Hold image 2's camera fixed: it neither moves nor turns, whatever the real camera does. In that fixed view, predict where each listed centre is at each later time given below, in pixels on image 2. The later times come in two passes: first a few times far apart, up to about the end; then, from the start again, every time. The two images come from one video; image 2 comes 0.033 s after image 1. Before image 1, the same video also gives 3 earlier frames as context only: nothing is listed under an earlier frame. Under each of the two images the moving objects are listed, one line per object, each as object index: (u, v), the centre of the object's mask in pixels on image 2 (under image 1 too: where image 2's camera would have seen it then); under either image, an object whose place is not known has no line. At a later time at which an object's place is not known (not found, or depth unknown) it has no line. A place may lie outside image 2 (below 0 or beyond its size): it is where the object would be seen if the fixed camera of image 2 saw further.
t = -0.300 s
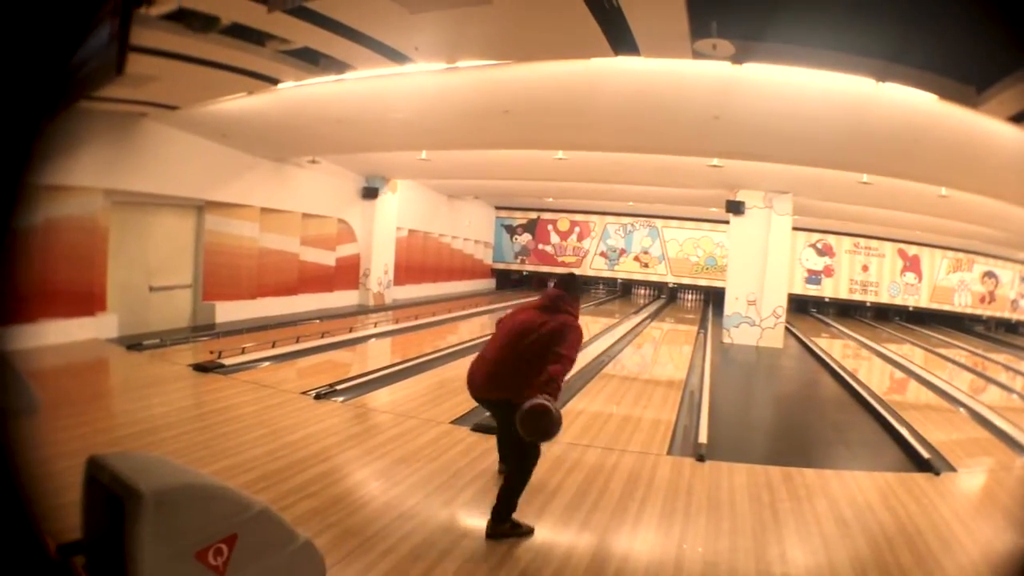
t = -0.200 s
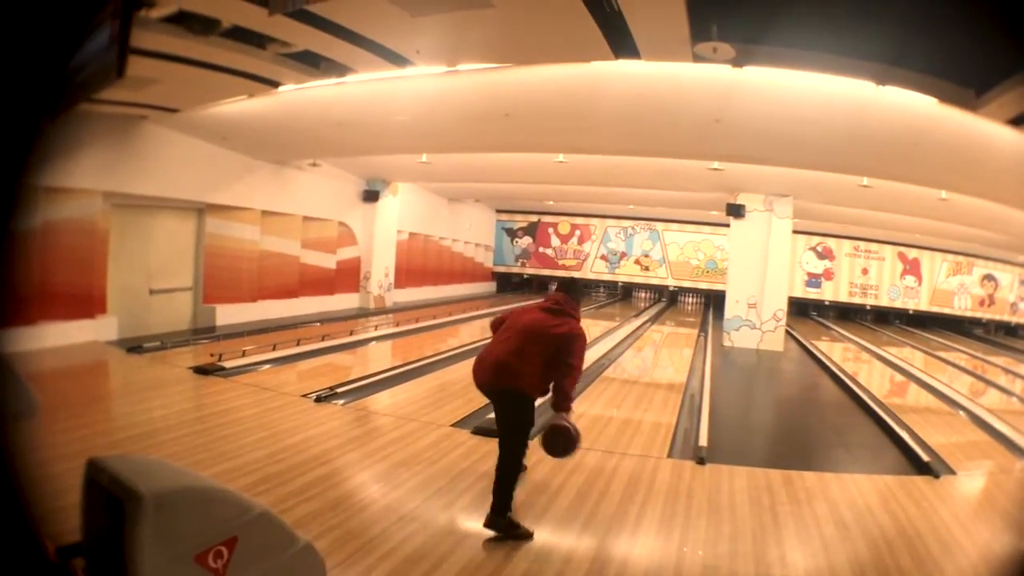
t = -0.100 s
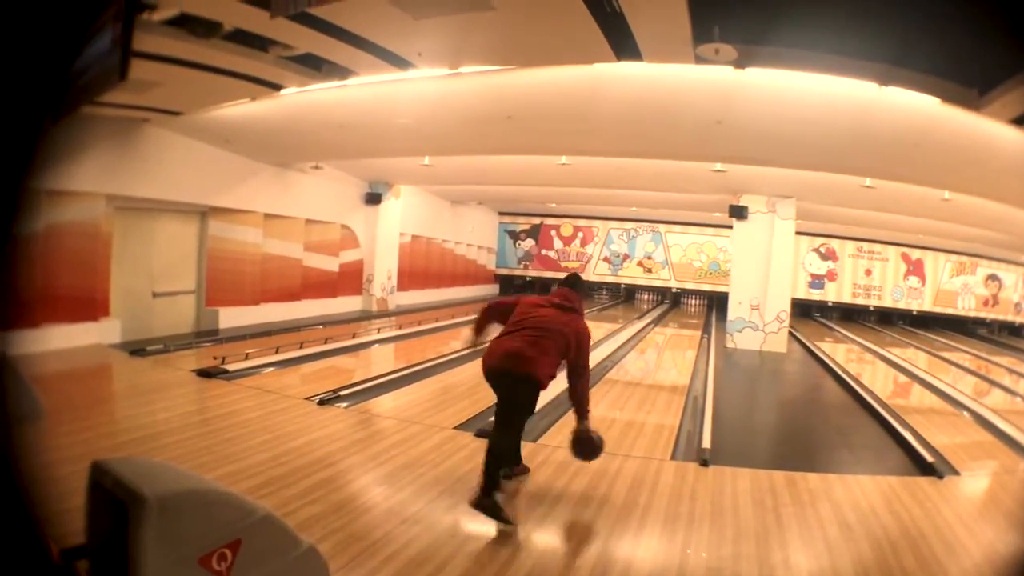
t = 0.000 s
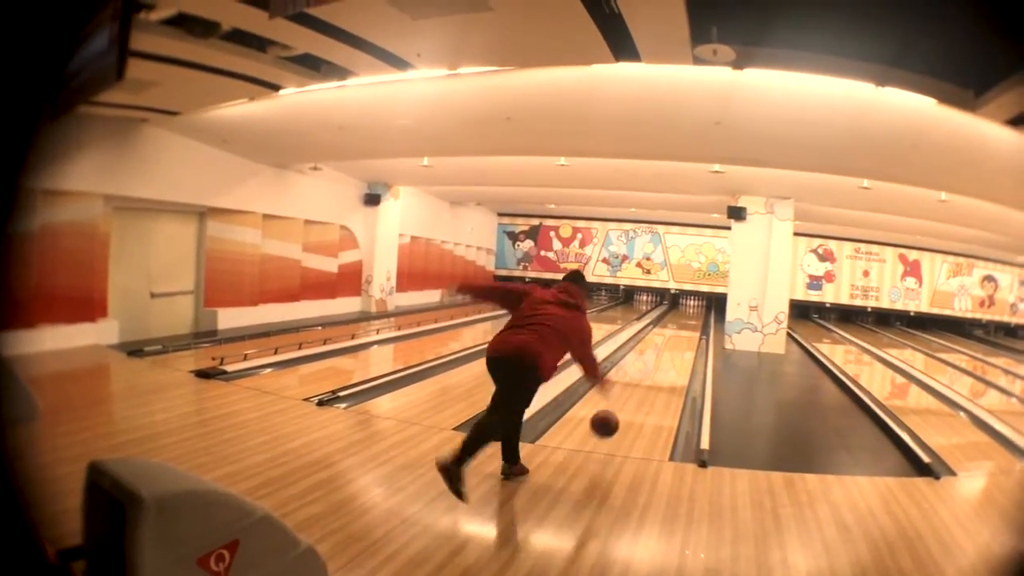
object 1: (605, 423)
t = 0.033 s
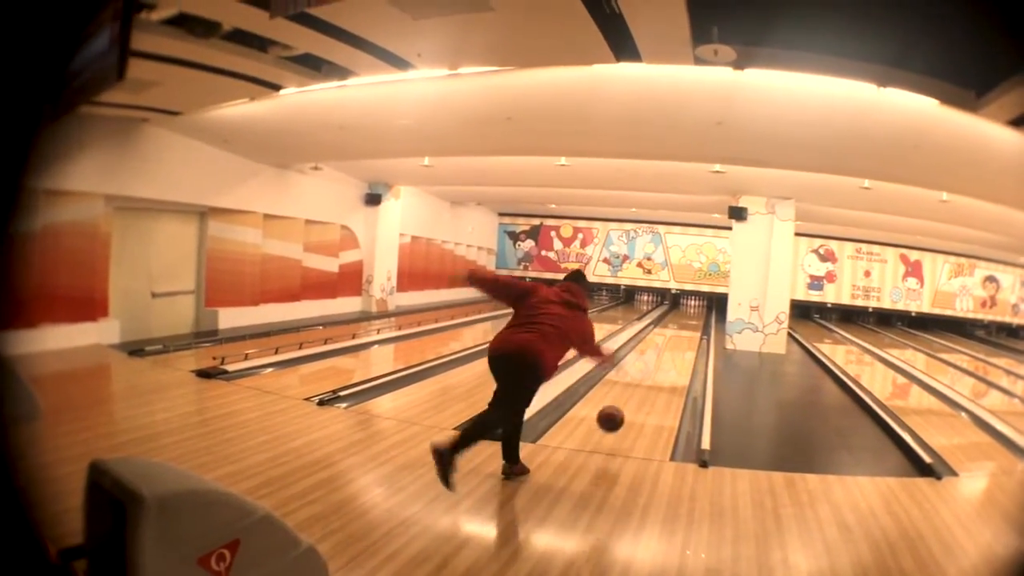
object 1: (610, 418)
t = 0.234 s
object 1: (630, 398)
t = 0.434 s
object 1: (644, 374)
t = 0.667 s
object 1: (656, 355)
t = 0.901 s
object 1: (664, 342)
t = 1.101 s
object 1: (670, 333)
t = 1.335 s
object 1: (675, 326)
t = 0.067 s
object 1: (615, 415)
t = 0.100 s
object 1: (618, 414)
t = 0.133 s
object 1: (621, 413)
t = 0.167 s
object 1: (624, 409)
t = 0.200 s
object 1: (628, 403)
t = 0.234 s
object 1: (630, 398)
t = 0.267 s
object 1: (632, 393)
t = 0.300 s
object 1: (635, 388)
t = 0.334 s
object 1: (637, 384)
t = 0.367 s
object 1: (639, 380)
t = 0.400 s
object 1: (641, 377)
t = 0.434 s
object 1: (644, 374)
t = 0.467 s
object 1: (645, 370)
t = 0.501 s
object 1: (647, 368)
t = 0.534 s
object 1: (649, 365)
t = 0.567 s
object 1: (651, 362)
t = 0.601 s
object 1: (652, 360)
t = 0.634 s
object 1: (654, 357)
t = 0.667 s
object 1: (656, 355)
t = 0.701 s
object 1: (657, 353)
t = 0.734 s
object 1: (659, 351)
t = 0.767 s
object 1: (660, 349)
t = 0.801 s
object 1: (661, 347)
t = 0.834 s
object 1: (662, 345)
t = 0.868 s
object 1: (663, 344)
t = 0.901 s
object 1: (664, 342)
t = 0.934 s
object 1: (665, 341)
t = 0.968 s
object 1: (666, 339)
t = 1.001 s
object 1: (667, 338)
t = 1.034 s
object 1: (668, 336)
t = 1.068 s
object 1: (669, 335)
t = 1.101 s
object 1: (670, 333)
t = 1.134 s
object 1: (671, 332)
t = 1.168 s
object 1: (672, 331)
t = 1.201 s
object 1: (672, 330)
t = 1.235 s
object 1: (673, 329)
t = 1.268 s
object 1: (674, 328)
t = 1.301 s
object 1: (674, 327)
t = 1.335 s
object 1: (675, 326)
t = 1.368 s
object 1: (675, 325)
